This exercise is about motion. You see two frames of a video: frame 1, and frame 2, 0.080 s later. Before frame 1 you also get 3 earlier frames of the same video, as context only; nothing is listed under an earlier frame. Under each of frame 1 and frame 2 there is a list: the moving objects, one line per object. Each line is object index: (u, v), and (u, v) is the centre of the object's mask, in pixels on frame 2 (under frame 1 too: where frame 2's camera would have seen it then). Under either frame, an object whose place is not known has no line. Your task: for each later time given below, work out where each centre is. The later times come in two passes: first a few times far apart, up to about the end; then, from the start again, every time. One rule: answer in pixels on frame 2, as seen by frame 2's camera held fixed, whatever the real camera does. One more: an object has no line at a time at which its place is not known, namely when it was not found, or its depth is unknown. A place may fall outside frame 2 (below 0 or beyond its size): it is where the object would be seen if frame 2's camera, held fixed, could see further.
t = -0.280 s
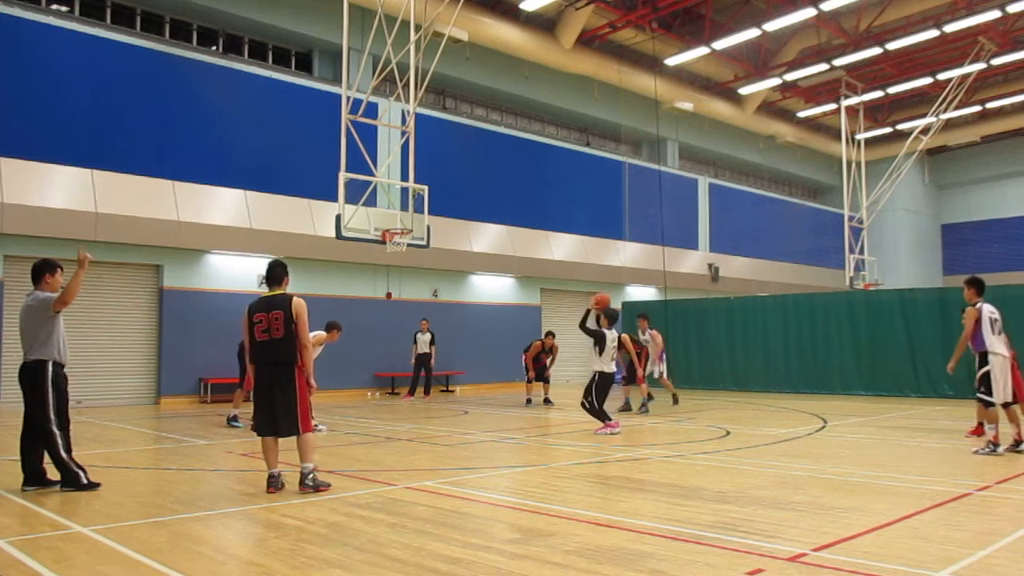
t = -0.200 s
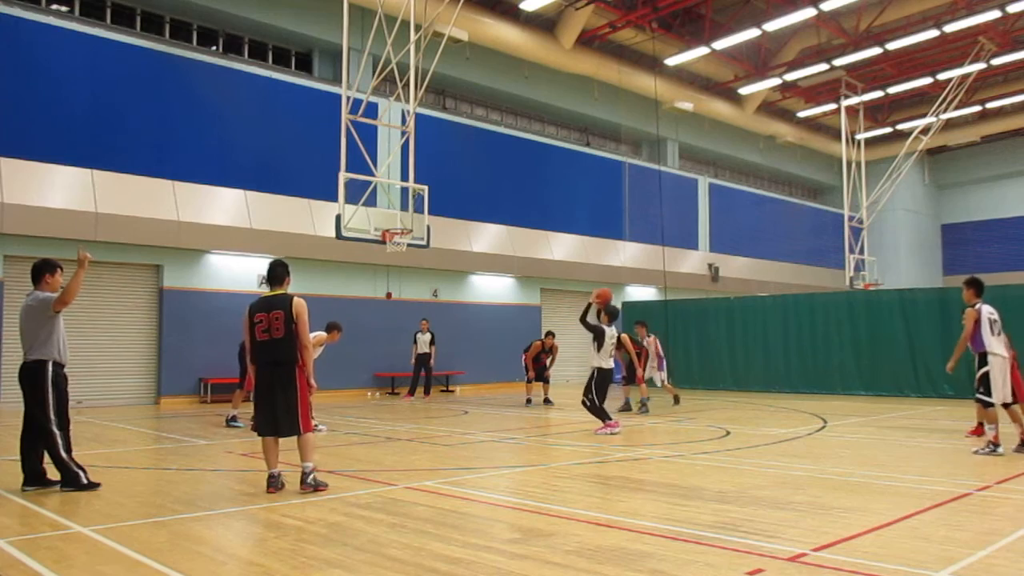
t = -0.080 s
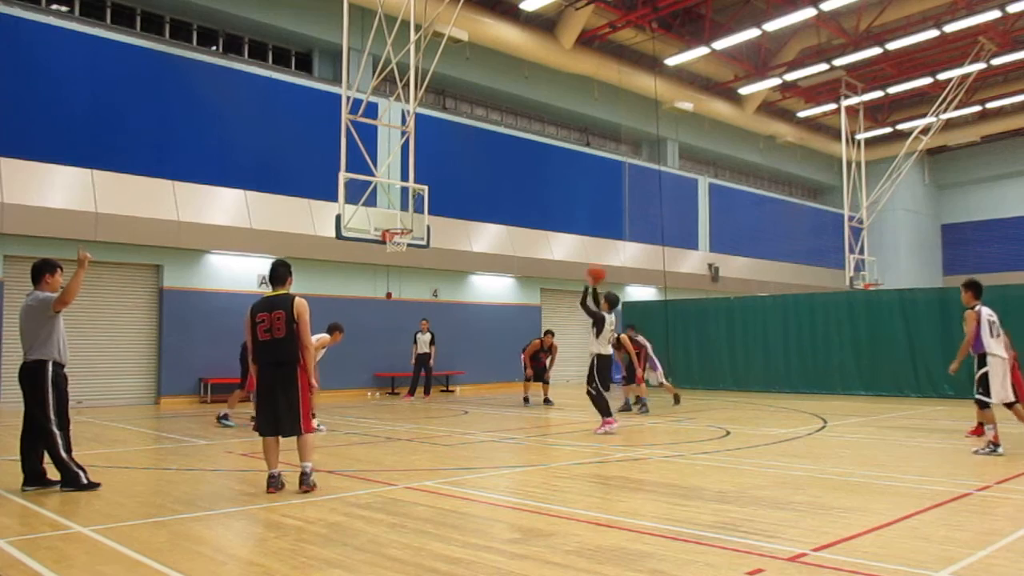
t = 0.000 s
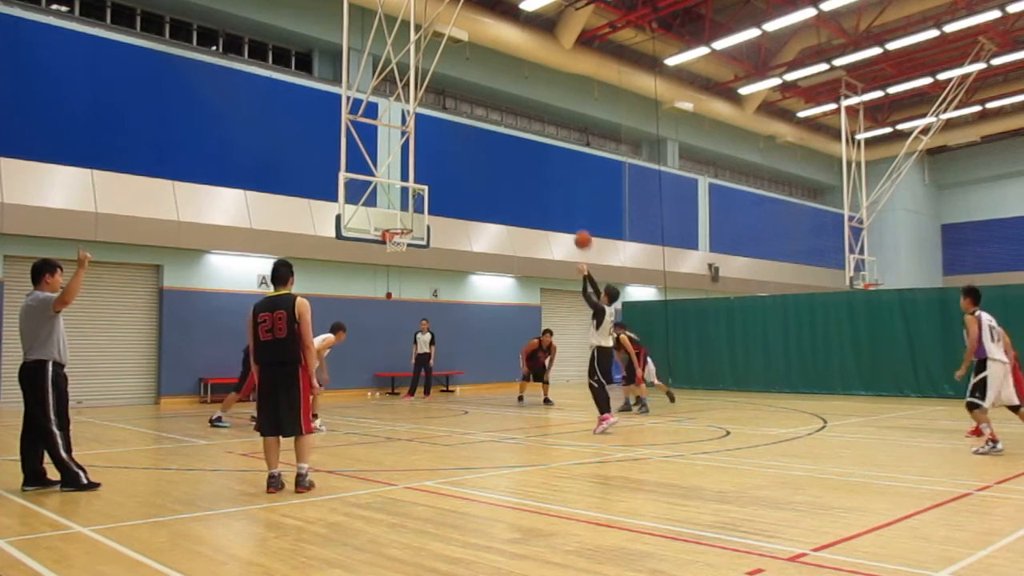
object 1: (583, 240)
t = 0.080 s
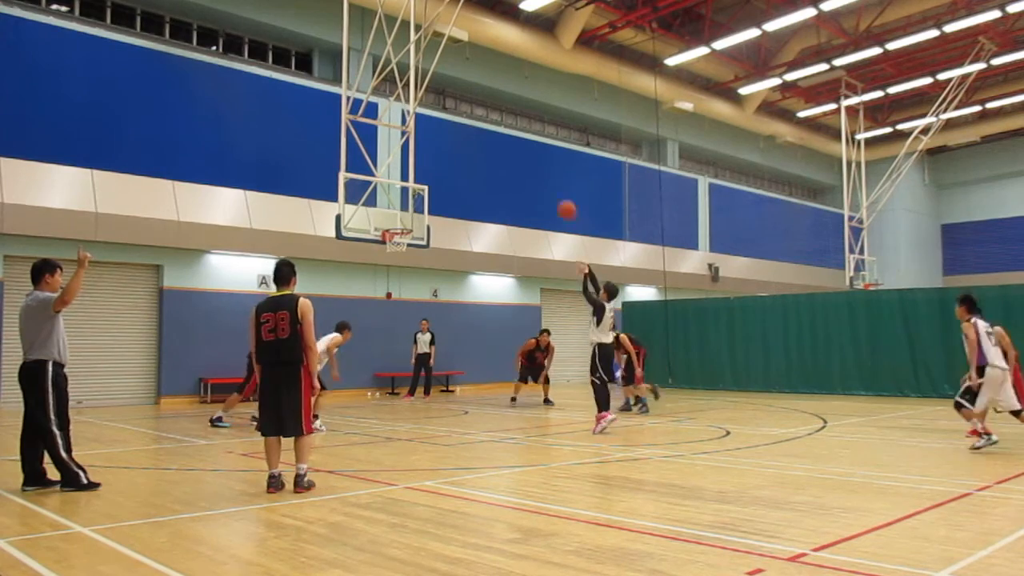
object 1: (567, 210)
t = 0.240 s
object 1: (536, 166)
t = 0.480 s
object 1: (496, 139)
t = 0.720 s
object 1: (460, 148)
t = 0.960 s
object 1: (428, 189)
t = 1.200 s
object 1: (428, 210)
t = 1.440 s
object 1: (466, 201)
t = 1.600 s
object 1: (492, 215)
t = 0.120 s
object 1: (559, 197)
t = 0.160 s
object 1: (551, 185)
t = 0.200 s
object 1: (544, 175)
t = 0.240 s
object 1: (536, 166)
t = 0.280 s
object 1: (529, 159)
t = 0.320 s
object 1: (522, 153)
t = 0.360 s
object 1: (516, 148)
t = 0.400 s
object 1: (509, 144)
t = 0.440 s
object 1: (502, 141)
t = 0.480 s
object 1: (496, 139)
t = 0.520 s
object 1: (490, 138)
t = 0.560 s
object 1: (484, 138)
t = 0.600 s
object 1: (478, 139)
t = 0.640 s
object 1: (472, 141)
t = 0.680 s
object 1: (467, 144)
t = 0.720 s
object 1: (460, 148)
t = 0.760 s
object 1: (455, 153)
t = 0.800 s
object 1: (449, 159)
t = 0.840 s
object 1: (444, 165)
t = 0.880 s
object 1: (439, 173)
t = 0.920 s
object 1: (433, 180)
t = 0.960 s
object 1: (428, 189)
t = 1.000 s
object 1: (423, 198)
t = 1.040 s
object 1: (417, 210)
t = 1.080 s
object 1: (413, 221)
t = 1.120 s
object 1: (415, 220)
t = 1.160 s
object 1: (422, 214)
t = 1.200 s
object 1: (428, 210)
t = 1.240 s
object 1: (435, 207)
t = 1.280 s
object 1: (441, 203)
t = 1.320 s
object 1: (447, 201)
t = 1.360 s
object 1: (453, 201)
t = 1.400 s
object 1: (459, 200)
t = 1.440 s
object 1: (466, 201)
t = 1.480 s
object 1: (472, 203)
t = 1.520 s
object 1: (479, 206)
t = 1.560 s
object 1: (486, 210)
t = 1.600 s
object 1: (492, 215)
